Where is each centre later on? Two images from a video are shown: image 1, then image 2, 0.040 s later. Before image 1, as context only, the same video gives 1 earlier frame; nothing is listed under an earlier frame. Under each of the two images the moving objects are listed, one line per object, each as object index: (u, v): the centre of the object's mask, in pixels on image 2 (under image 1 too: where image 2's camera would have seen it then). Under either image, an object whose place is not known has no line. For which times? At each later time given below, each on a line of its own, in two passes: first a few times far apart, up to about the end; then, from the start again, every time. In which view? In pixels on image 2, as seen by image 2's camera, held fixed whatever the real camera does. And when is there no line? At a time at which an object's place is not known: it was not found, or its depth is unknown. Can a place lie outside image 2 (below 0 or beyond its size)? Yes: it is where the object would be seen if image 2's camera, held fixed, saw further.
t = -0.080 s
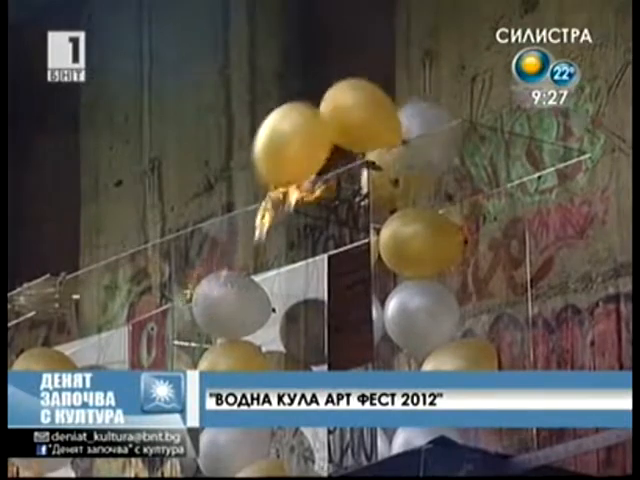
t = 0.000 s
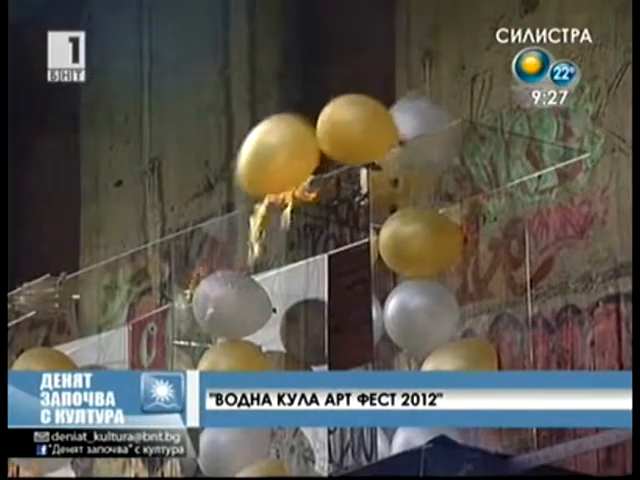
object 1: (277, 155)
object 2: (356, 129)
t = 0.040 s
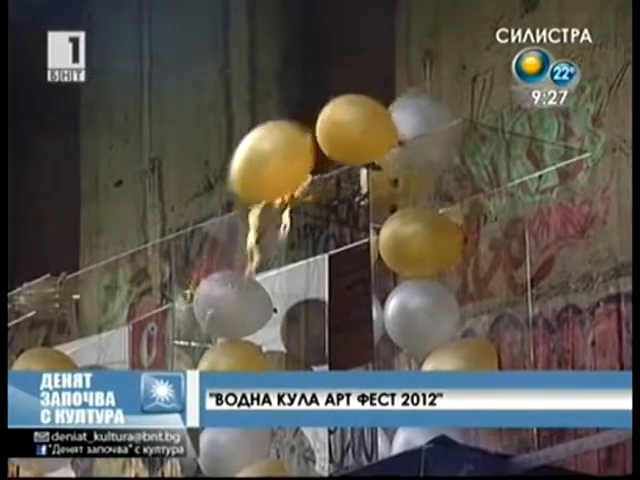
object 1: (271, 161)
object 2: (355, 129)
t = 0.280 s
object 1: (233, 196)
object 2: (348, 130)
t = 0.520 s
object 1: (199, 231)
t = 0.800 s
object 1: (164, 278)
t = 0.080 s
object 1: (264, 168)
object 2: (353, 126)
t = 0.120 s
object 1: (258, 173)
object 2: (349, 127)
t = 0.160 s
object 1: (253, 179)
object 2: (348, 127)
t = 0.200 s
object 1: (245, 185)
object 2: (349, 128)
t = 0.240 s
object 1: (239, 190)
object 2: (348, 130)
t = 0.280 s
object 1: (233, 196)
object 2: (348, 130)
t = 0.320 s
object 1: (227, 201)
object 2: (347, 131)
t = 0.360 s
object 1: (221, 207)
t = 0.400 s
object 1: (215, 213)
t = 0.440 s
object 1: (210, 218)
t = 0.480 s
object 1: (204, 225)
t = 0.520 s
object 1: (199, 231)
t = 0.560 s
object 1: (194, 237)
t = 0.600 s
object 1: (190, 243)
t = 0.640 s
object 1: (184, 249)
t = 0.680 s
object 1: (179, 257)
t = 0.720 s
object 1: (174, 264)
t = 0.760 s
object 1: (169, 271)
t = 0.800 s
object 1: (164, 278)
